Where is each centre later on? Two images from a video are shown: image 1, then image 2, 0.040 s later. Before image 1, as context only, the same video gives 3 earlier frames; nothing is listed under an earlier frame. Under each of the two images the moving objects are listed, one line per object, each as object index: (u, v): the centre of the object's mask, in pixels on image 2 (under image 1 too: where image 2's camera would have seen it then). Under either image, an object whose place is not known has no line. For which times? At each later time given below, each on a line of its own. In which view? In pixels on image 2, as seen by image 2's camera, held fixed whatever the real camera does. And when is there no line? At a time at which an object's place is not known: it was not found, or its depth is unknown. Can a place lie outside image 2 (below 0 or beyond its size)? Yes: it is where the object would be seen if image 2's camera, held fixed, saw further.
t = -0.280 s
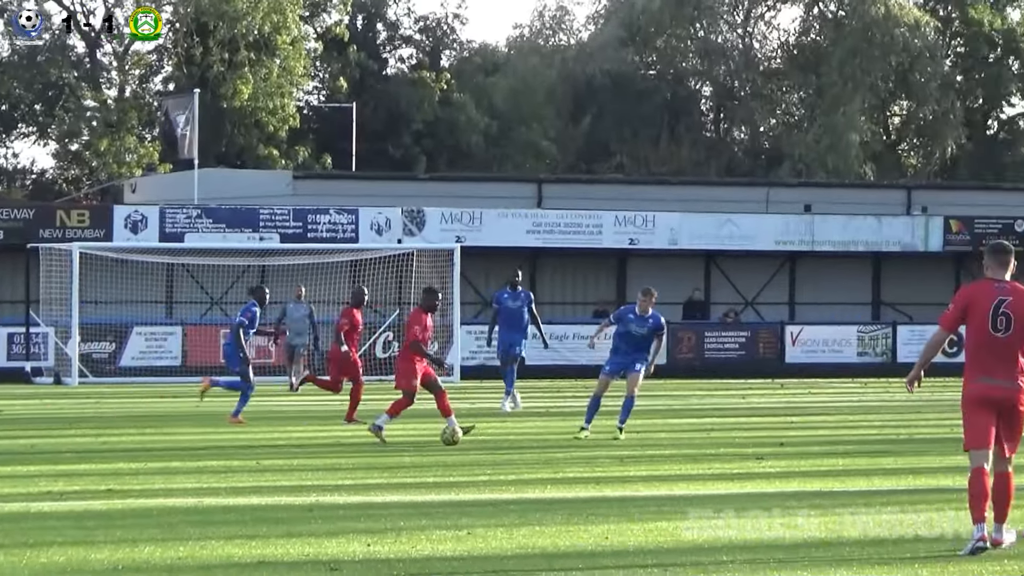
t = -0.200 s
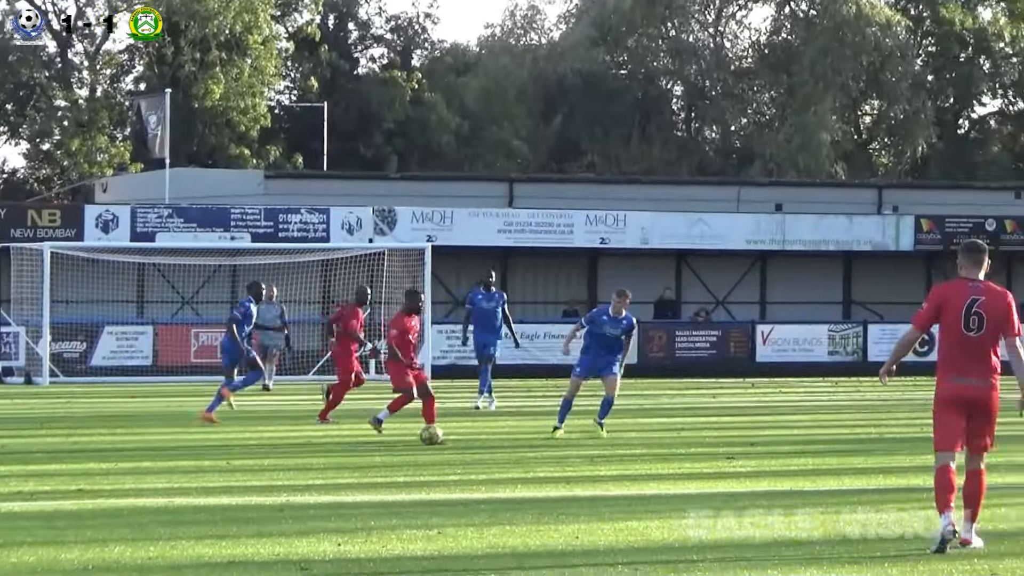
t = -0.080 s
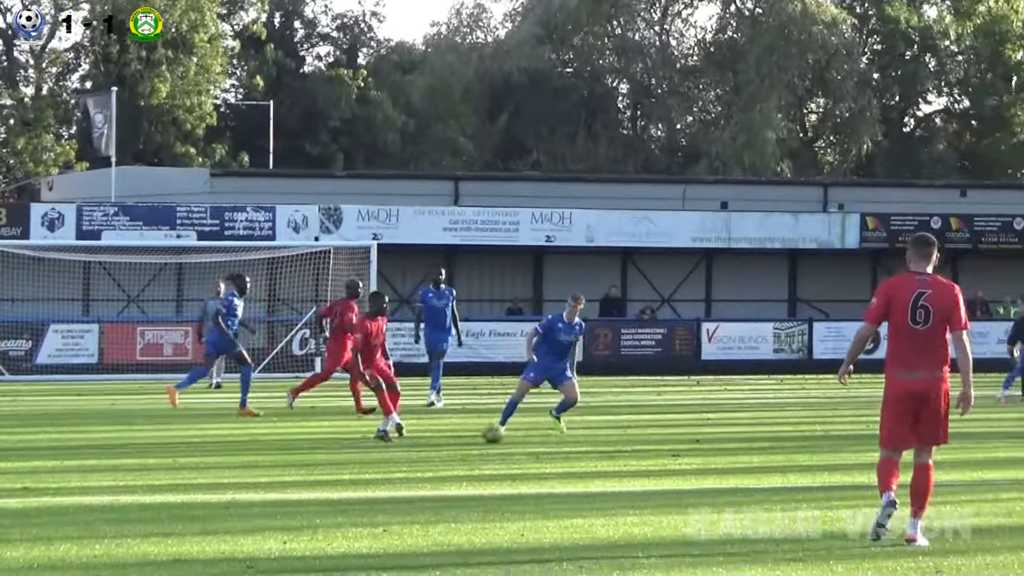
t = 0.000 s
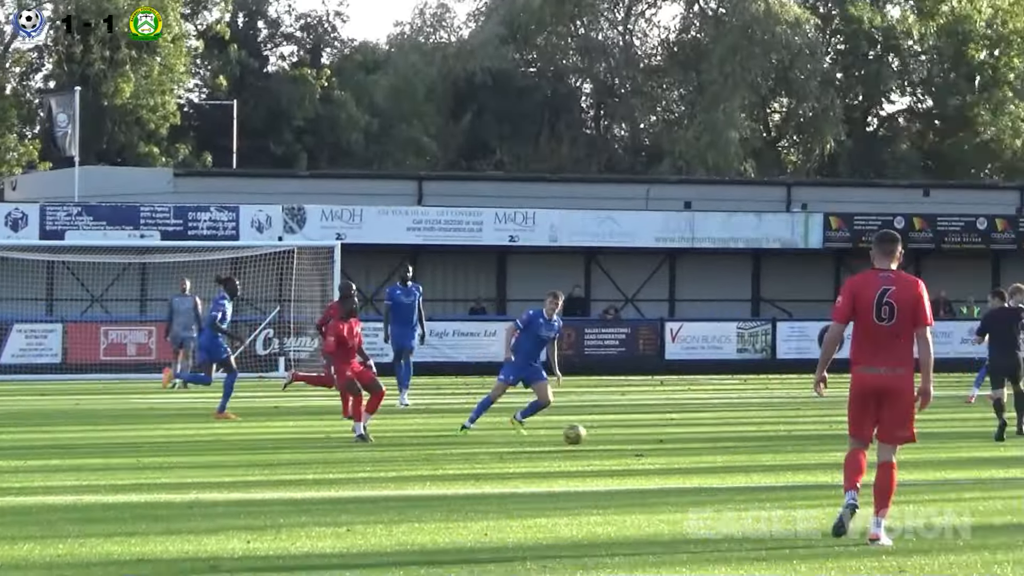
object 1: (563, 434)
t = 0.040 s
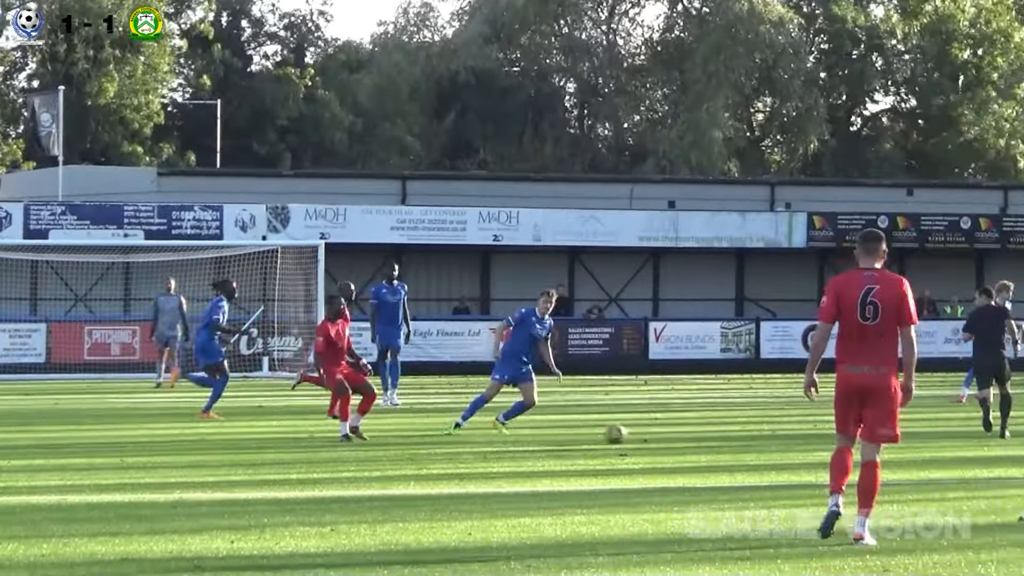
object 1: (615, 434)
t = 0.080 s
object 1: (666, 433)
